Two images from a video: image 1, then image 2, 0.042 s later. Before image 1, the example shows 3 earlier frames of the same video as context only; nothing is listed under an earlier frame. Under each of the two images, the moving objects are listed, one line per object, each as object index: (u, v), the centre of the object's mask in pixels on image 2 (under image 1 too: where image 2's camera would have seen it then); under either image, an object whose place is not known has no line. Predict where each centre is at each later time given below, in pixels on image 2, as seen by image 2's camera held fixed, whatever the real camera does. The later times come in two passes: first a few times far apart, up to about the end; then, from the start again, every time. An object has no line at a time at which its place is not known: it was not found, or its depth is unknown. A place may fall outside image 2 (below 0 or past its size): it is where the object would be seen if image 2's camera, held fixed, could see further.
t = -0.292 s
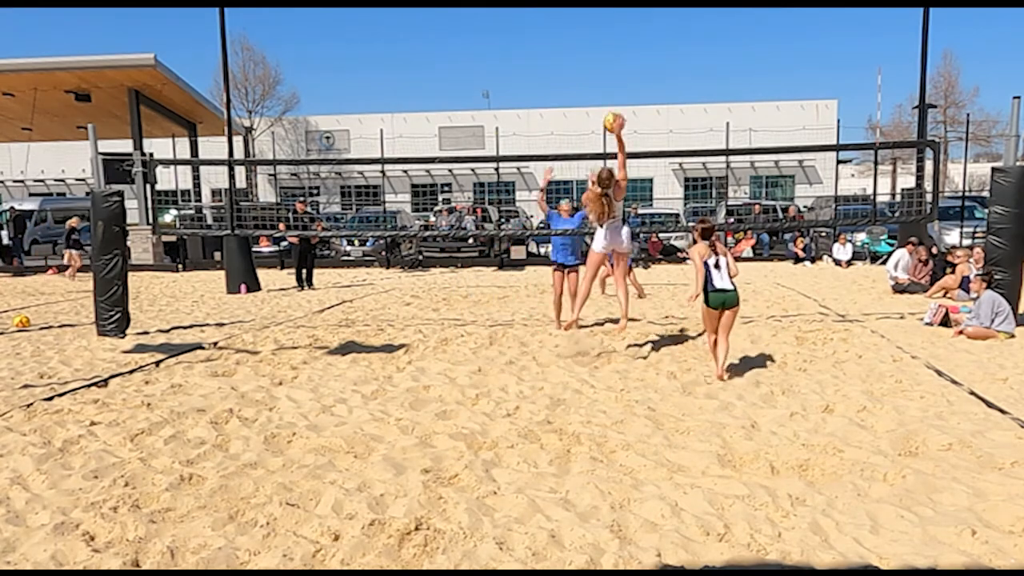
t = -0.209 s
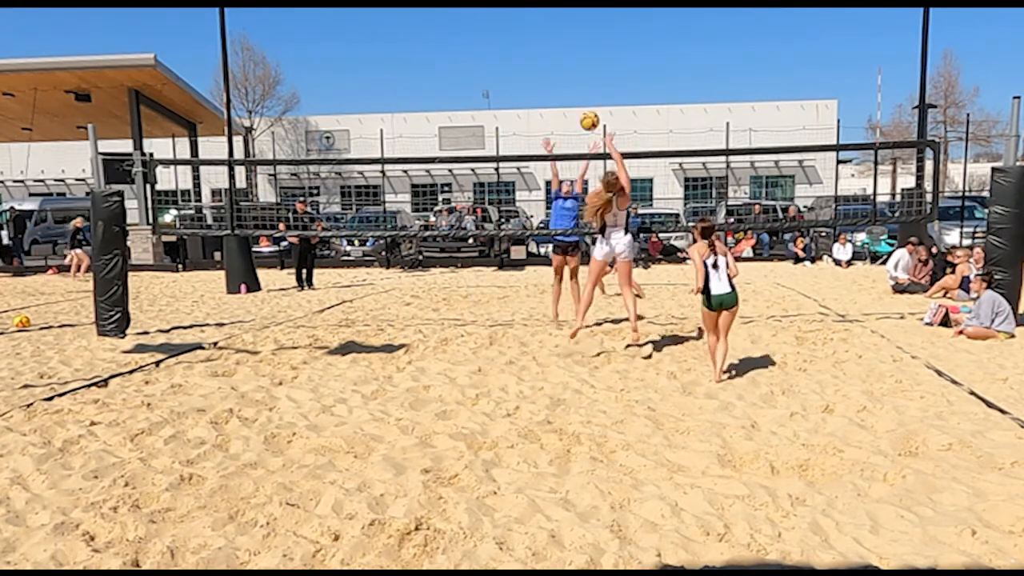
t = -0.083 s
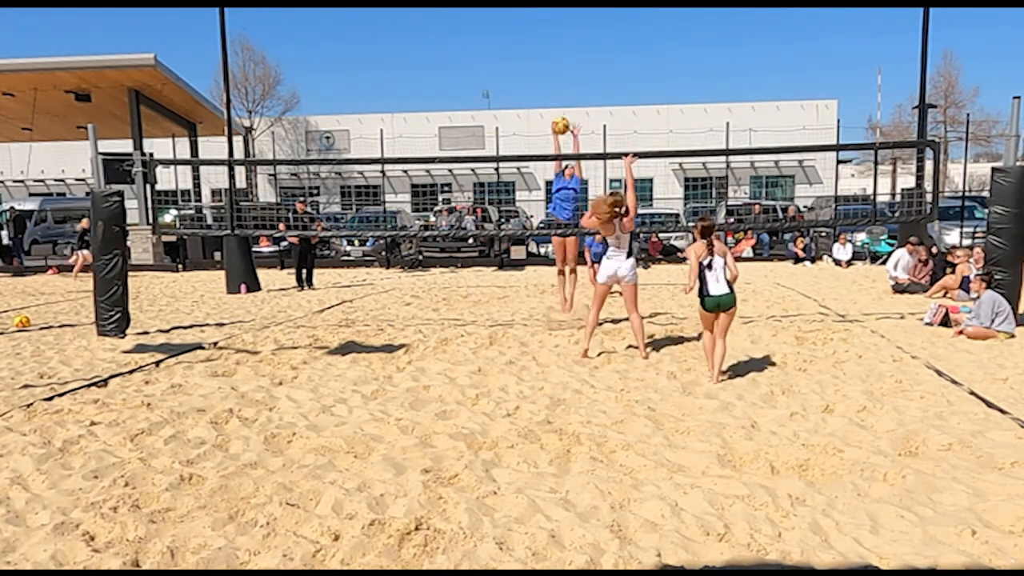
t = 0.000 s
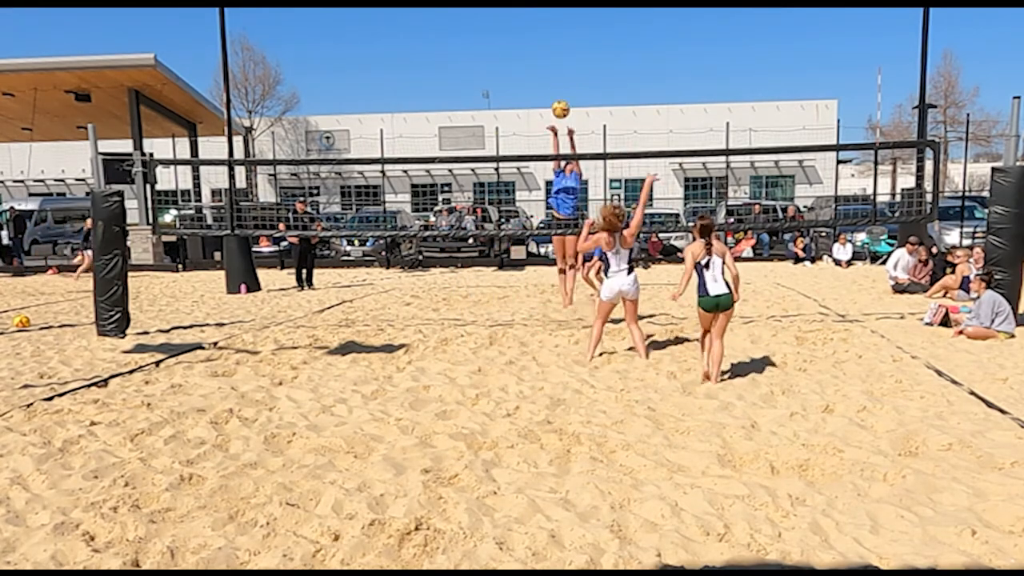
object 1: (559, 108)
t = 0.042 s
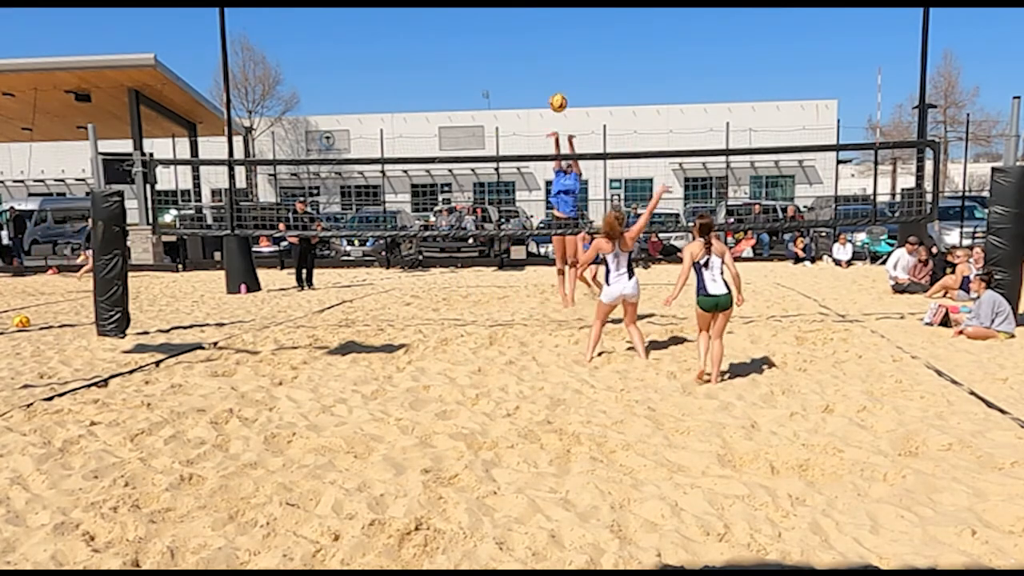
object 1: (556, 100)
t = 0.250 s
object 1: (543, 85)
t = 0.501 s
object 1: (520, 124)
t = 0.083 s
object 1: (555, 96)
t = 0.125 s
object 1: (552, 90)
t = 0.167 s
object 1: (548, 87)
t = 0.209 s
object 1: (546, 88)
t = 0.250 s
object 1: (543, 85)
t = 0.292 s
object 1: (538, 89)
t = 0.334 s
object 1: (535, 92)
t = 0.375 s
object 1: (533, 98)
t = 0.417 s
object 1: (528, 103)
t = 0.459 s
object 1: (525, 116)
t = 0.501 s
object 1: (520, 124)
